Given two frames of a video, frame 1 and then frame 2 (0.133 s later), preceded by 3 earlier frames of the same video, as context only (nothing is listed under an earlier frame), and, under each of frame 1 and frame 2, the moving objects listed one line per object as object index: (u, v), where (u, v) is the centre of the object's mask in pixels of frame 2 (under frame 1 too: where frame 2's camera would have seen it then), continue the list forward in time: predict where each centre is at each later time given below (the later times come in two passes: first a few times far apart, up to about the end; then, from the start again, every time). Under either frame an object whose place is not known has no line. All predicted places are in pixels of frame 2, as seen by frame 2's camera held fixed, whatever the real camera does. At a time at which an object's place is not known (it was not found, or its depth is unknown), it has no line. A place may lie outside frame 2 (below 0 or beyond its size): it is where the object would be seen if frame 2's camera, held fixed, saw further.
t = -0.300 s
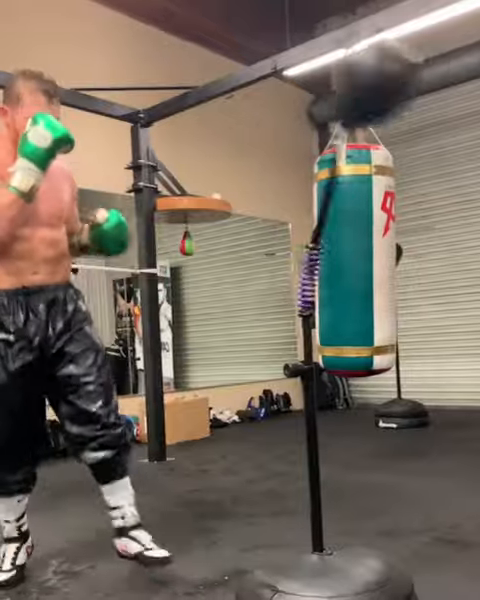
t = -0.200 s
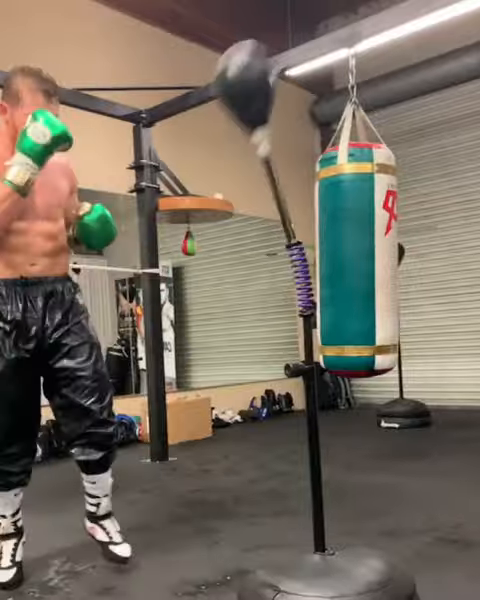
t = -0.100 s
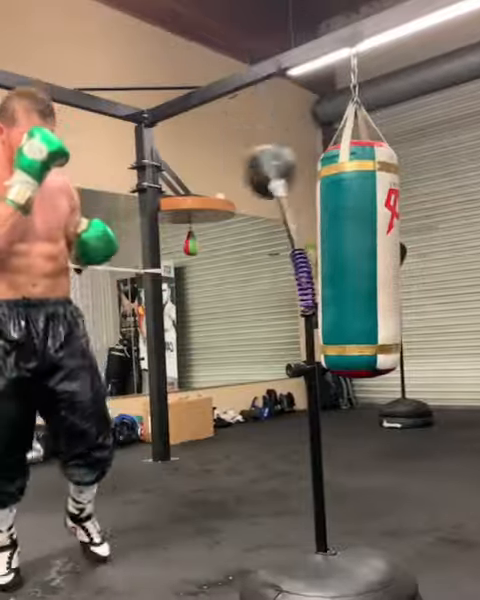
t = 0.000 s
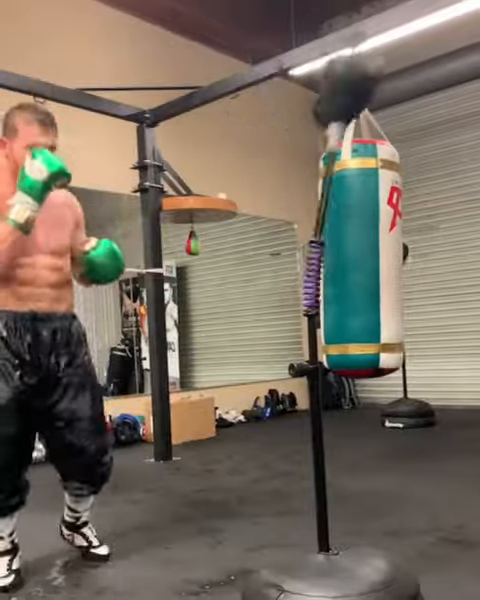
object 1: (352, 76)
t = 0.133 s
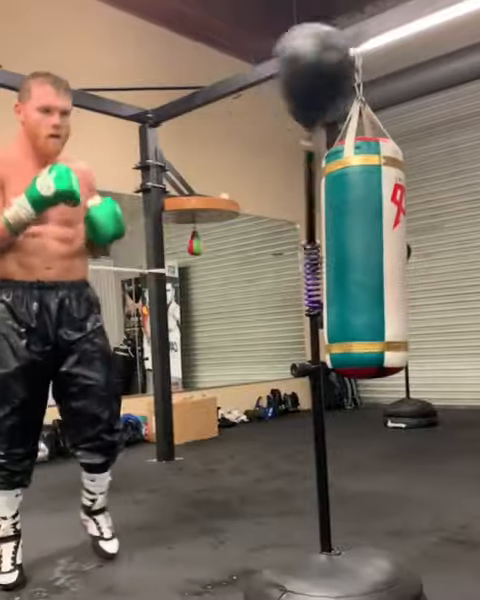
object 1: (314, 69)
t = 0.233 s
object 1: (266, 80)
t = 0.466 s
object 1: (339, 55)
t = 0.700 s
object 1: (305, 118)
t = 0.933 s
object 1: (283, 59)
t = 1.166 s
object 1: (349, 130)
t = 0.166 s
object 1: (284, 59)
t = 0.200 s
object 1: (267, 61)
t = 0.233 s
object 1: (266, 80)
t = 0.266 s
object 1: (278, 120)
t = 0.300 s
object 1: (294, 150)
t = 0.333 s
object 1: (313, 158)
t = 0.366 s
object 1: (329, 140)
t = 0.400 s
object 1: (343, 102)
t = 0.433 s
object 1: (346, 79)
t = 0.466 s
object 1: (339, 55)
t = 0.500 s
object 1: (318, 59)
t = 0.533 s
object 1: (292, 67)
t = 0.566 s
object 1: (270, 68)
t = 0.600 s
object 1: (261, 64)
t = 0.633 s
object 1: (263, 62)
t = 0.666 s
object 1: (279, 81)
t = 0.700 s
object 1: (305, 118)
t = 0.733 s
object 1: (324, 141)
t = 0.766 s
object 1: (343, 149)
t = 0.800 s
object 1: (351, 127)
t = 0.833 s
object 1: (350, 96)
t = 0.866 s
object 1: (340, 65)
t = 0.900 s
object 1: (313, 54)
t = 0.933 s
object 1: (283, 59)
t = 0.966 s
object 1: (256, 67)
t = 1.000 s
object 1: (244, 69)
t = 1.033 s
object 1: (247, 64)
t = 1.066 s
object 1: (265, 65)
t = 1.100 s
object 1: (299, 88)
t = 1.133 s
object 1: (325, 109)
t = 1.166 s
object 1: (349, 130)
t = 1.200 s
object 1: (364, 139)
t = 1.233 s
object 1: (367, 116)
